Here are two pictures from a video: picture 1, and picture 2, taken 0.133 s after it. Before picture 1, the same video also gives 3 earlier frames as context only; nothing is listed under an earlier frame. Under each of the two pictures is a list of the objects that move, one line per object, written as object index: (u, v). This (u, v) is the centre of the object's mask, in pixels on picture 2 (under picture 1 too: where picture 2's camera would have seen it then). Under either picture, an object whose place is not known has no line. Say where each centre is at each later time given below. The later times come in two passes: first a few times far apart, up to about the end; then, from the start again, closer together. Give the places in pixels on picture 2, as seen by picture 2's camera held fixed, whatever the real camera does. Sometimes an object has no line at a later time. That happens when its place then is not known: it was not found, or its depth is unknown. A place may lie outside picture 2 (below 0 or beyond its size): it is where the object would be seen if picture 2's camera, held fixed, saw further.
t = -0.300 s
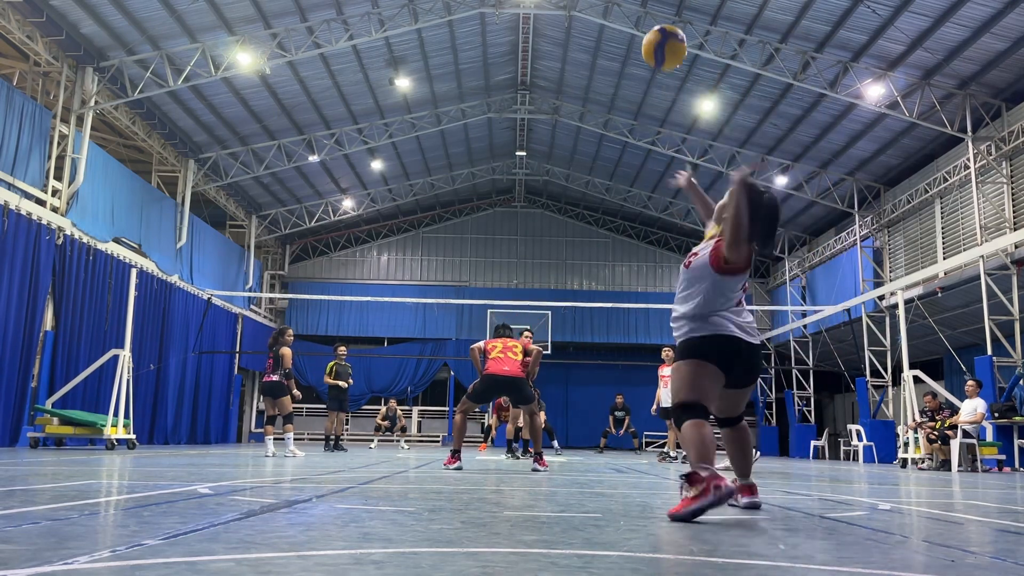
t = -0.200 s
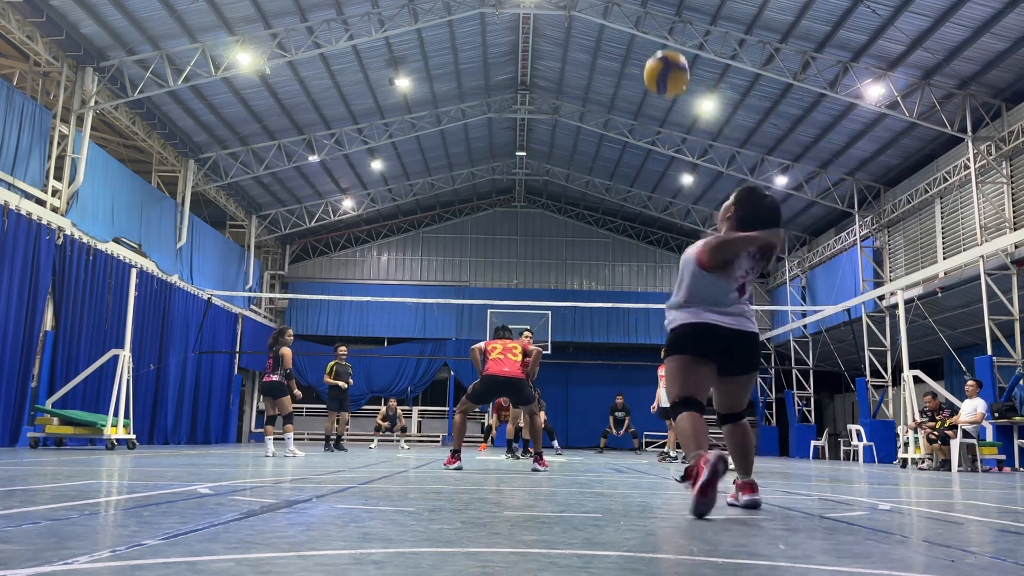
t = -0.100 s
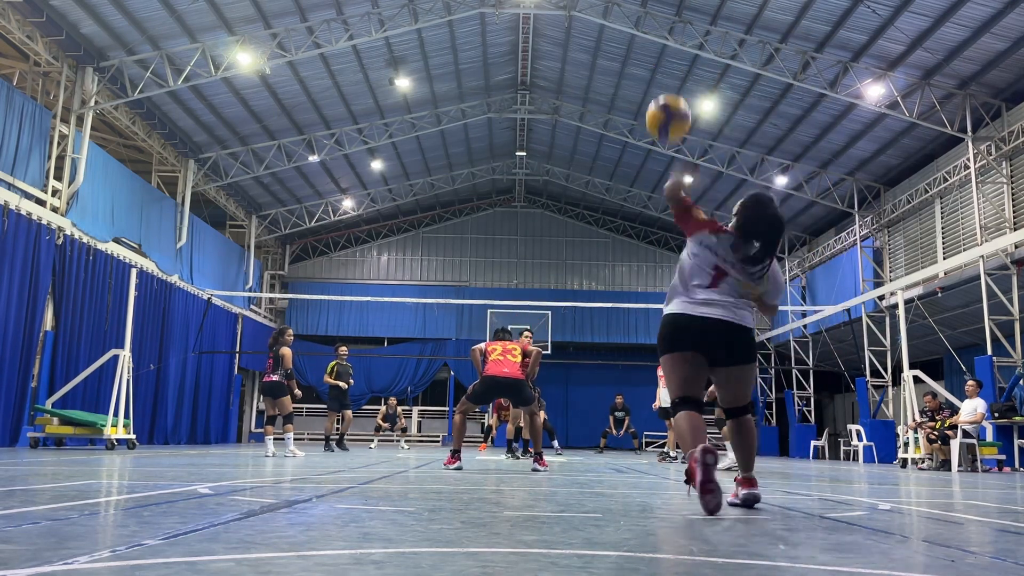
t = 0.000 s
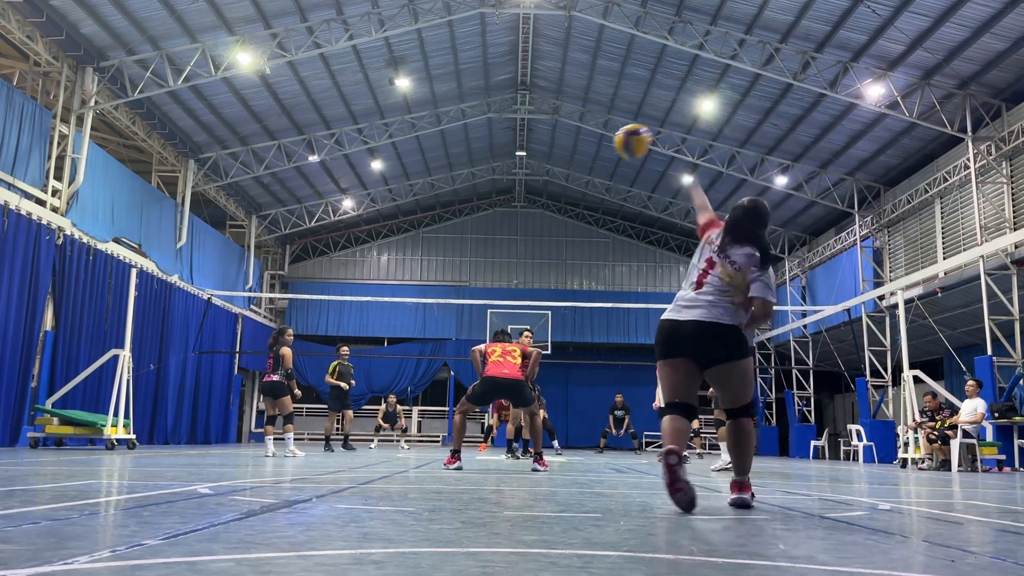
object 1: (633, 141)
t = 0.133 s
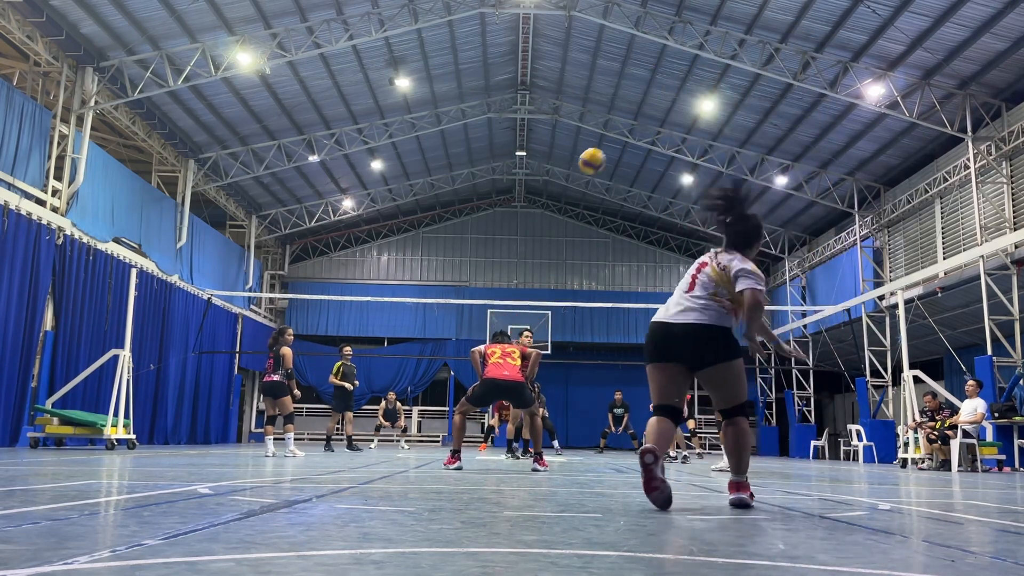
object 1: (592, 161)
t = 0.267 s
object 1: (566, 185)
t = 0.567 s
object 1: (527, 247)
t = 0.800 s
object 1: (504, 303)
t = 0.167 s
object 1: (584, 167)
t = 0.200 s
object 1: (578, 173)
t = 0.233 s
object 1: (572, 179)
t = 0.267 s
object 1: (566, 185)
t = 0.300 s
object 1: (561, 191)
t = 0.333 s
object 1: (556, 198)
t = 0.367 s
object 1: (551, 204)
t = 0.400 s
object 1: (547, 211)
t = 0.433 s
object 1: (543, 218)
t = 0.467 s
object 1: (538, 225)
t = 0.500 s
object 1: (534, 232)
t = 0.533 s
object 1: (530, 240)
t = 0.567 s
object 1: (527, 247)
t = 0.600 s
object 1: (523, 255)
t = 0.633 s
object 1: (519, 263)
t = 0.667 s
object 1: (515, 270)
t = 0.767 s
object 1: (506, 295)
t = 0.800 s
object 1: (504, 303)
